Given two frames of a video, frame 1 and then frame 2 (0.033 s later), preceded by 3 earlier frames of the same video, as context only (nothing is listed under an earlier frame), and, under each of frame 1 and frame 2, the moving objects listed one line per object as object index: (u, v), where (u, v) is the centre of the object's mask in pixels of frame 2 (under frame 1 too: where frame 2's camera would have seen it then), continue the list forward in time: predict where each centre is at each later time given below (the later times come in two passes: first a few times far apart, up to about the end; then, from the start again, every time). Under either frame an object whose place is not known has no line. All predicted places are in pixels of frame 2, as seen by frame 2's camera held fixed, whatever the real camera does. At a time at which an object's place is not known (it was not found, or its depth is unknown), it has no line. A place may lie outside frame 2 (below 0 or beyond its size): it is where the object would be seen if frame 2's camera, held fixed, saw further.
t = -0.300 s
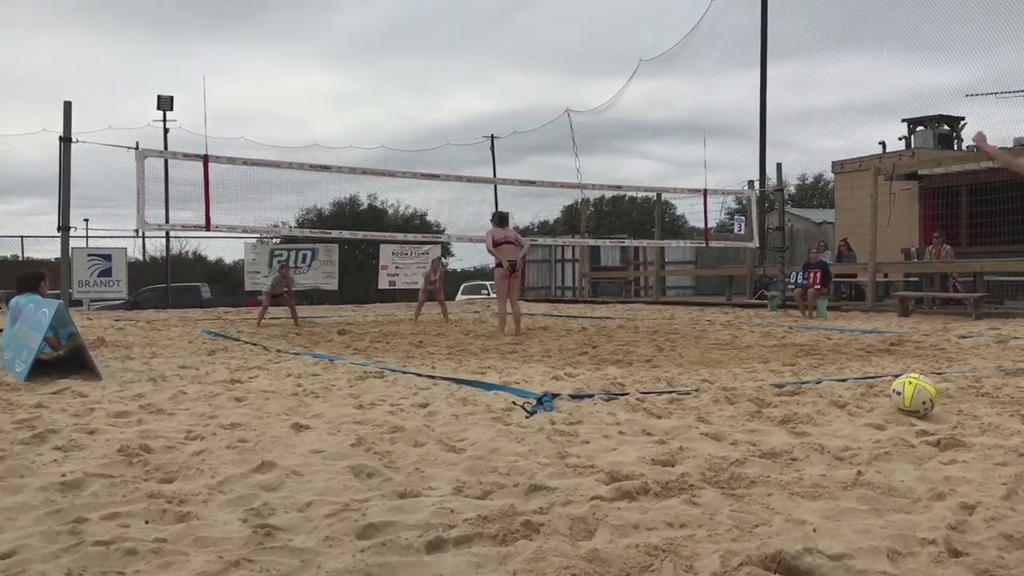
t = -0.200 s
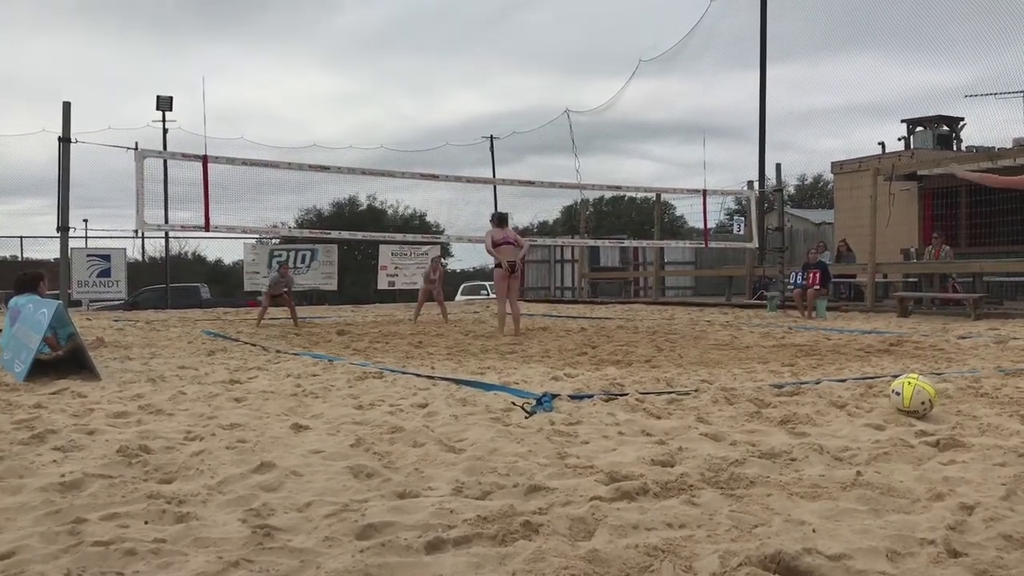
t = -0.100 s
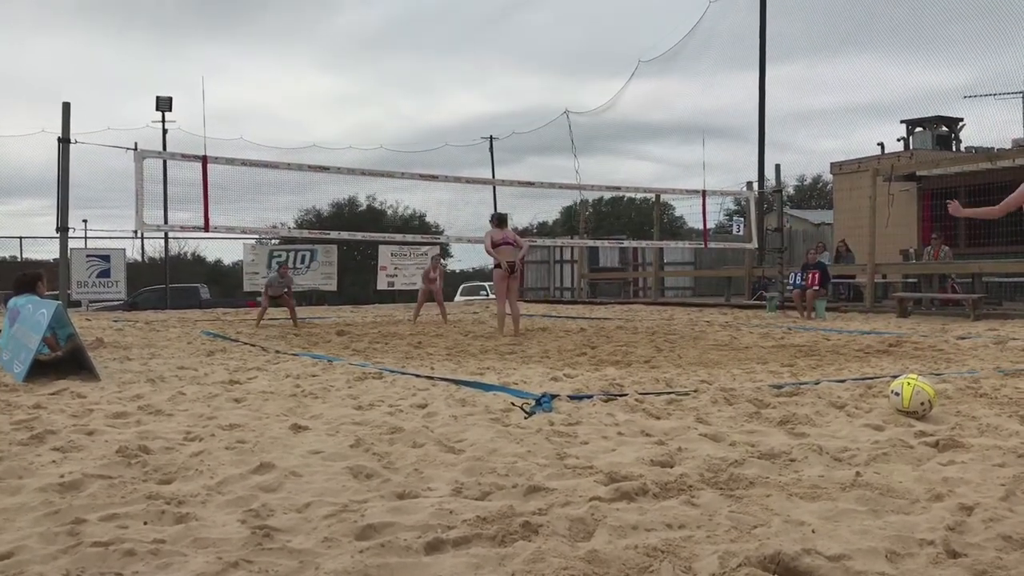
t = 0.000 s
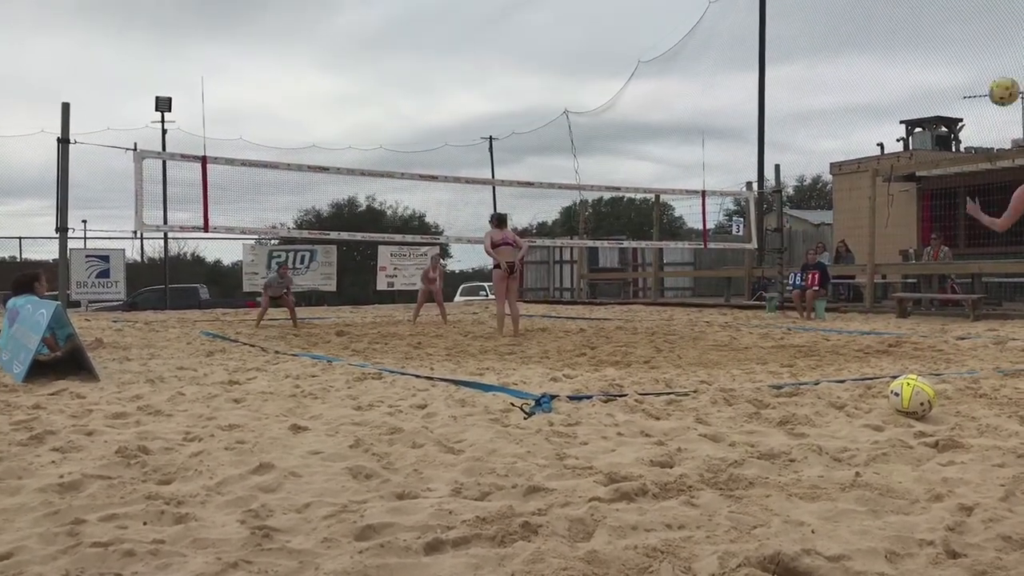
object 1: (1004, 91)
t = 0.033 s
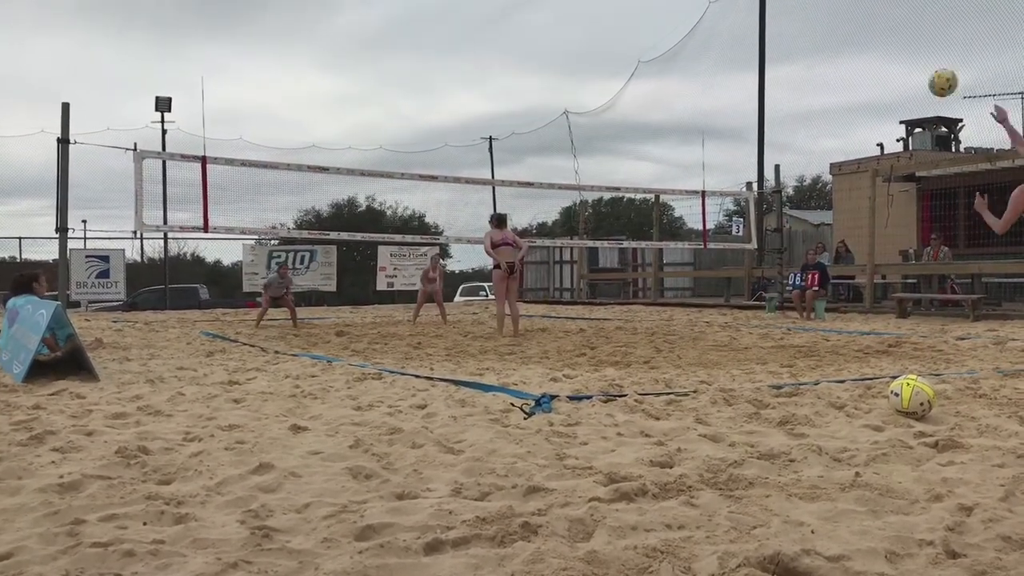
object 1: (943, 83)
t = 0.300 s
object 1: (601, 64)
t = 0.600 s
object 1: (383, 119)
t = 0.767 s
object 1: (301, 166)
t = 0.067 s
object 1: (888, 75)
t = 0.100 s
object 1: (837, 70)
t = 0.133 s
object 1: (790, 66)
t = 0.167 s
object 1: (746, 63)
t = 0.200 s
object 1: (706, 61)
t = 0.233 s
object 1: (669, 61)
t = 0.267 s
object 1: (634, 62)
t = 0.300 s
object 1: (601, 64)
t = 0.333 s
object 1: (571, 68)
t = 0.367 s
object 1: (543, 72)
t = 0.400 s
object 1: (516, 77)
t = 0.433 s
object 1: (491, 82)
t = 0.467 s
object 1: (467, 88)
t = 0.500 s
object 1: (444, 95)
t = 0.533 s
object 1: (422, 103)
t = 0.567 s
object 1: (402, 111)
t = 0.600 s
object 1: (383, 119)
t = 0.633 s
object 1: (365, 128)
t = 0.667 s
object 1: (348, 137)
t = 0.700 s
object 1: (331, 146)
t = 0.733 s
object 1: (316, 156)
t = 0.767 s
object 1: (301, 166)
